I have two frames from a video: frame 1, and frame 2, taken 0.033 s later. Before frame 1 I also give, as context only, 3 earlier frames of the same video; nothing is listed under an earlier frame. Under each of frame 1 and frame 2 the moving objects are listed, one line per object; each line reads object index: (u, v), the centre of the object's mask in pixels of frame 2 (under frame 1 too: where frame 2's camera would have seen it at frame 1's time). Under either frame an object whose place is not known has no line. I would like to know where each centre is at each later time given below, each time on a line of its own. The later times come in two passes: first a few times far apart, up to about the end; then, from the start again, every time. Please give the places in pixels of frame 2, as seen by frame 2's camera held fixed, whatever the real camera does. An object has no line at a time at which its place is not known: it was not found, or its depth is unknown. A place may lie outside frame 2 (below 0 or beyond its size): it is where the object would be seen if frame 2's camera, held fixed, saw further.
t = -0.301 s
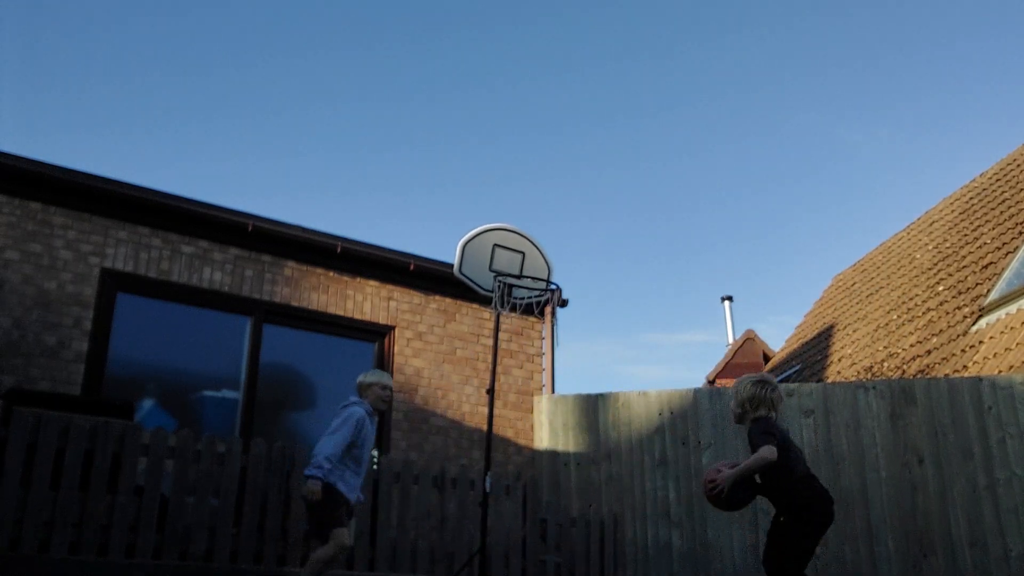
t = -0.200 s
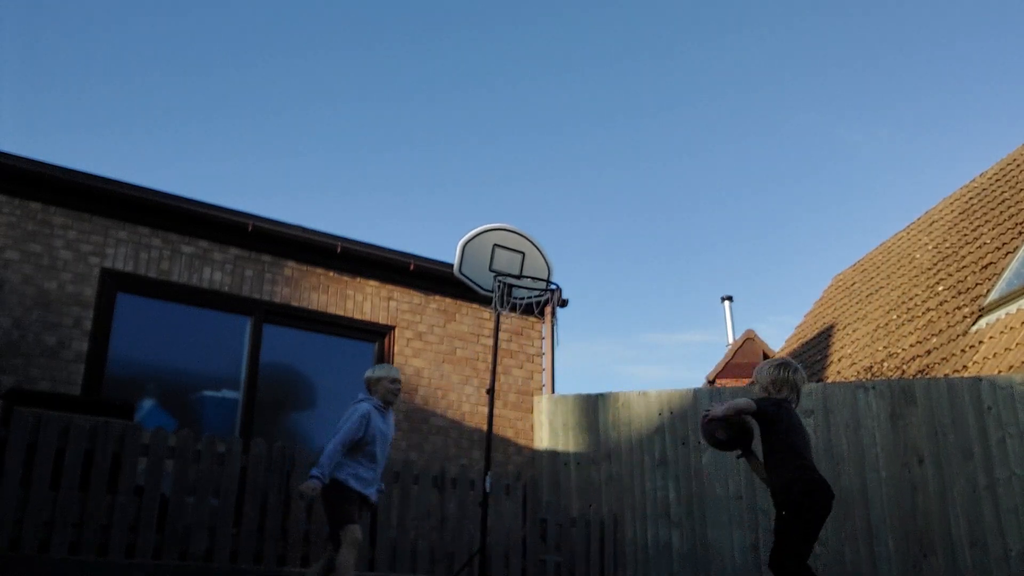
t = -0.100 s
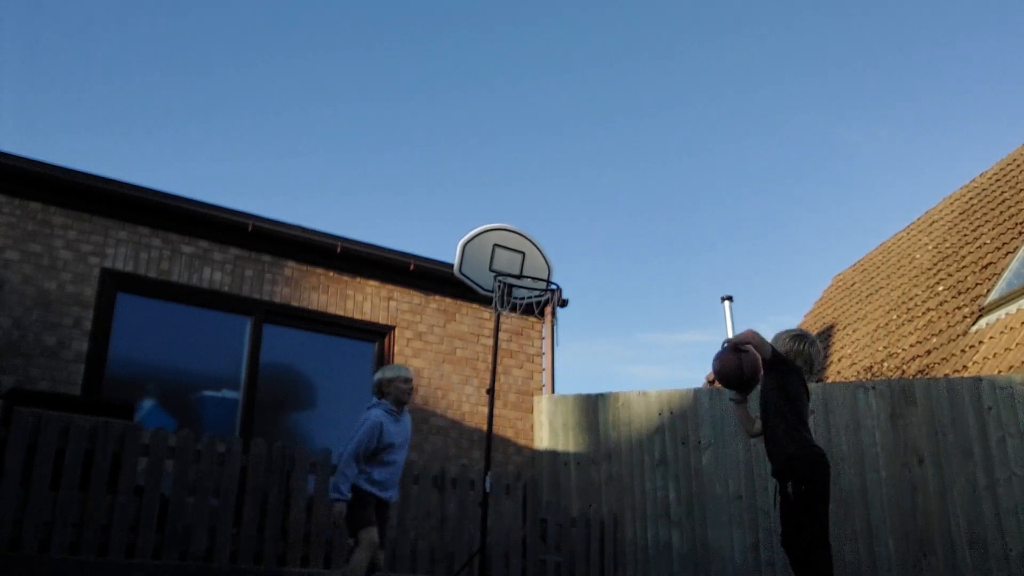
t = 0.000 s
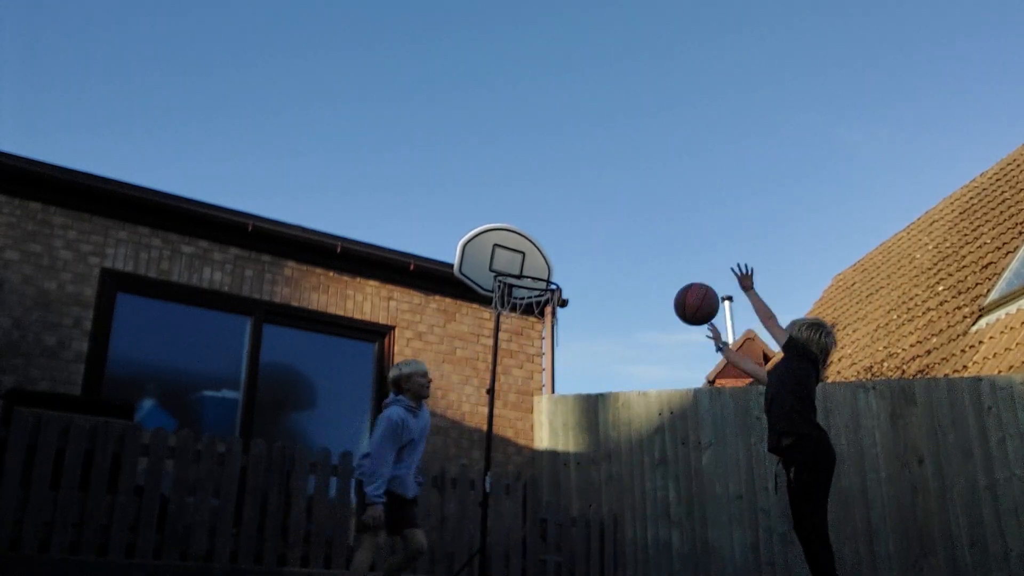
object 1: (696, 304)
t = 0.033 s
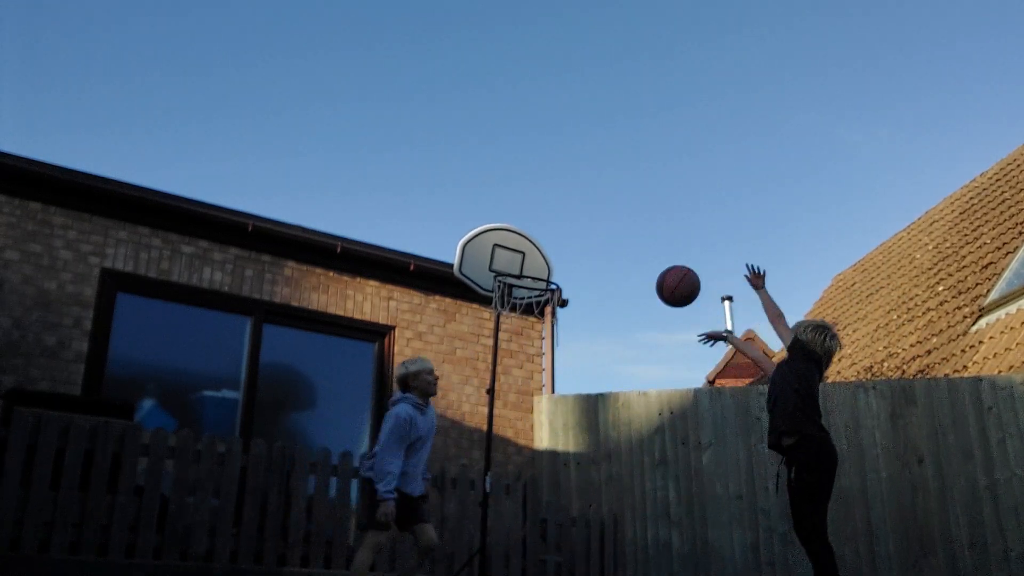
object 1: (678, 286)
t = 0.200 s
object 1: (598, 233)
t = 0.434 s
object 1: (508, 239)
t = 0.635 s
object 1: (471, 262)
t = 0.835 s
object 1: (443, 303)
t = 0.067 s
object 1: (660, 271)
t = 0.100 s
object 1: (644, 258)
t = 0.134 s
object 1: (628, 248)
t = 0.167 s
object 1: (613, 240)
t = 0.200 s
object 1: (598, 233)
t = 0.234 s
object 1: (584, 229)
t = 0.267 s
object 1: (570, 226)
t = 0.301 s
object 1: (557, 226)
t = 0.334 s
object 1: (544, 227)
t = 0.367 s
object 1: (532, 229)
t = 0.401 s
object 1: (520, 234)
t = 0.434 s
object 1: (508, 239)
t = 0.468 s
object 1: (496, 246)
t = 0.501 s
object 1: (488, 253)
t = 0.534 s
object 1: (485, 260)
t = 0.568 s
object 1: (480, 261)
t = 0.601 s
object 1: (475, 261)
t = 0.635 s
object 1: (471, 262)
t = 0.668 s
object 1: (467, 264)
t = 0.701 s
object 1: (462, 268)
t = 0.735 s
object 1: (457, 274)
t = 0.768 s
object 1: (452, 282)
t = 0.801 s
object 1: (447, 292)
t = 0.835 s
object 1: (443, 303)
